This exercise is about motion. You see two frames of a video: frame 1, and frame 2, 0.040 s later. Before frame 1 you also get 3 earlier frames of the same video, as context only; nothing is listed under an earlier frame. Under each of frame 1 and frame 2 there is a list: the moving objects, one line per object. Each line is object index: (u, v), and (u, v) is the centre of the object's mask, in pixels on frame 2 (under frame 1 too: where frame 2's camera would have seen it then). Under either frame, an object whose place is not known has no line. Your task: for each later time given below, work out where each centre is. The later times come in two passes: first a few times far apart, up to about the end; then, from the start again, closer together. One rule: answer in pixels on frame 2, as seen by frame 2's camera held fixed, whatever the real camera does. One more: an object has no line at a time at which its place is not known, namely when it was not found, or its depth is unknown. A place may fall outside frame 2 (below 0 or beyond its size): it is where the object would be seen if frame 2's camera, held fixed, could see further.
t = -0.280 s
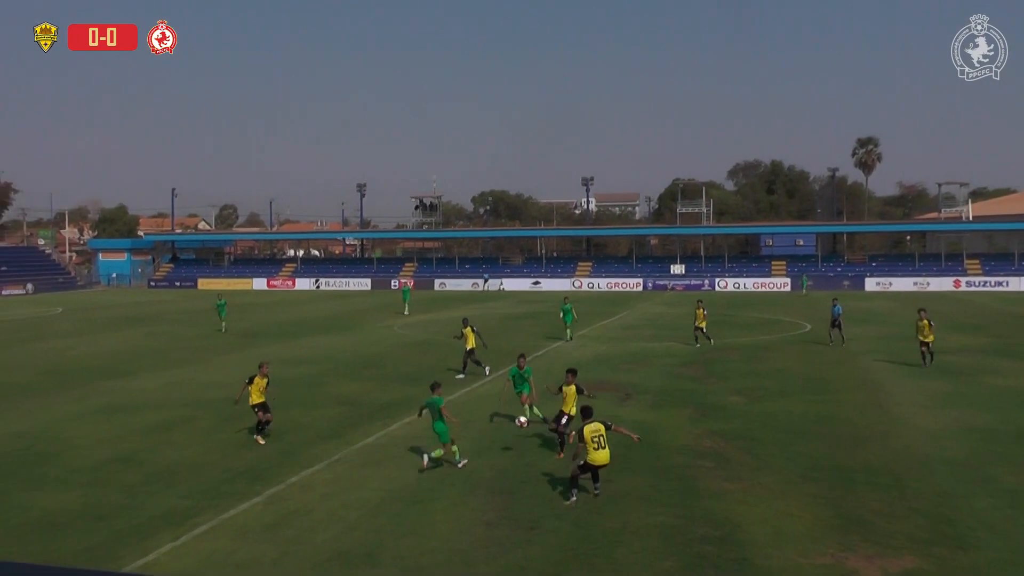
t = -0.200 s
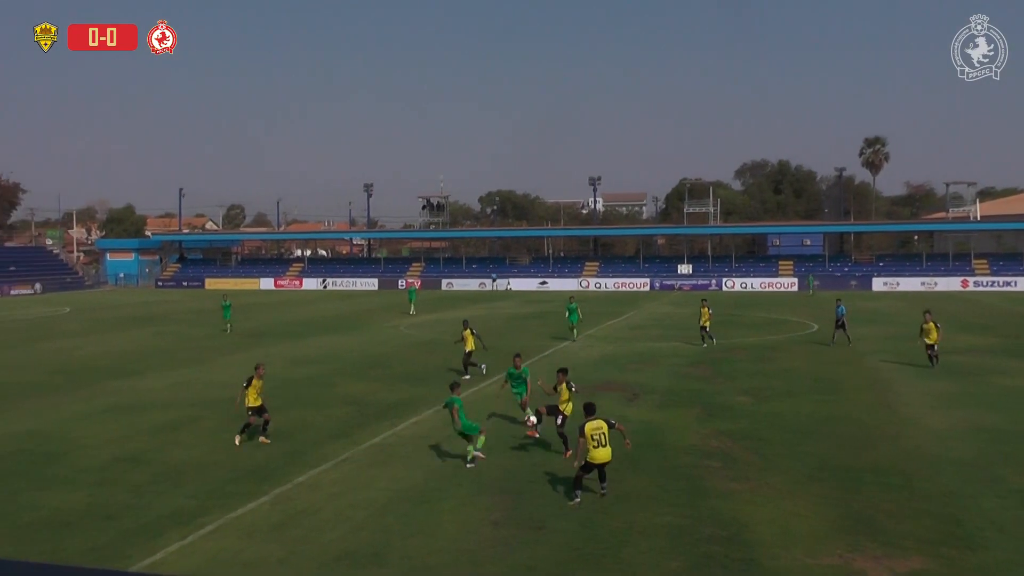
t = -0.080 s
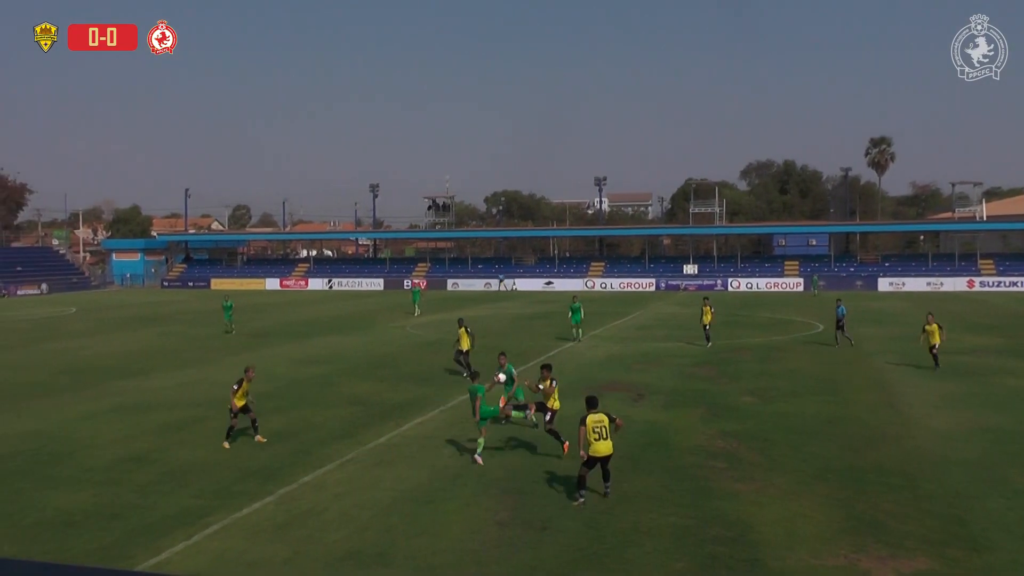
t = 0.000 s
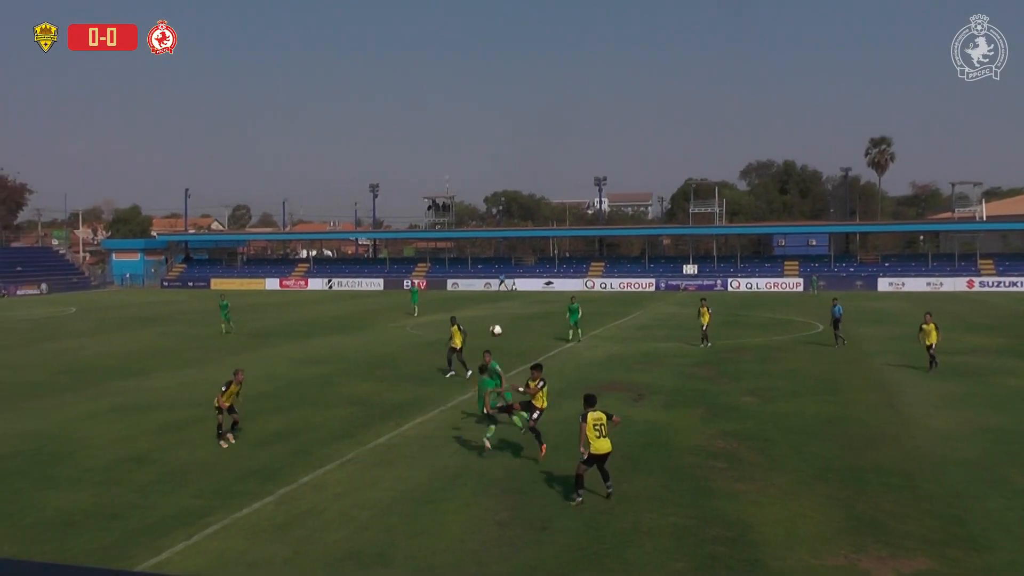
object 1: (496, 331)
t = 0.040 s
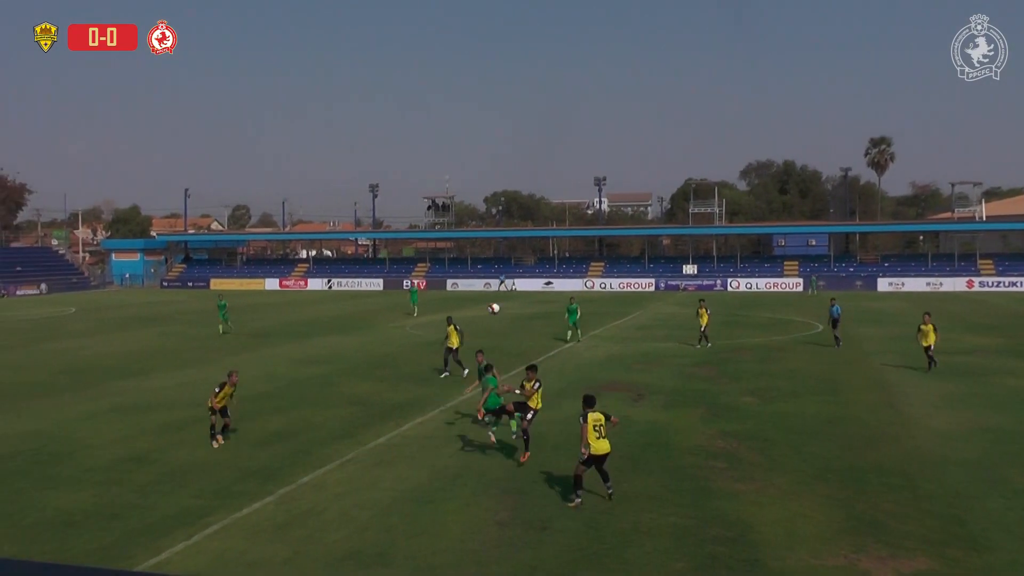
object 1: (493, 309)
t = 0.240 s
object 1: (481, 216)
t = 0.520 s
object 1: (466, 134)
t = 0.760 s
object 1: (452, 99)
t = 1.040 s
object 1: (436, 96)
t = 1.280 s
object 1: (423, 122)
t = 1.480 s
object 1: (414, 163)
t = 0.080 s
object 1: (490, 288)
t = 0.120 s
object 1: (489, 268)
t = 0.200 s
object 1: (484, 232)
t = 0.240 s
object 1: (481, 216)
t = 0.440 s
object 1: (470, 153)
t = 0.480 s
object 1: (469, 143)
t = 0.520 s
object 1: (466, 134)
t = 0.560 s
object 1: (464, 126)
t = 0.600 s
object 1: (461, 118)
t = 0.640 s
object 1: (459, 112)
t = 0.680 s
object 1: (456, 107)
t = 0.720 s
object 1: (454, 102)
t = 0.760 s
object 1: (452, 99)
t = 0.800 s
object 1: (449, 96)
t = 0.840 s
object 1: (447, 94)
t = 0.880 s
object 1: (445, 93)
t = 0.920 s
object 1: (443, 93)
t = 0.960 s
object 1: (441, 92)
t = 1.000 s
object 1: (438, 94)
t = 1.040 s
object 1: (436, 96)
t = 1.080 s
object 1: (434, 98)
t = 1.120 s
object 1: (432, 102)
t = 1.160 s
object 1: (430, 105)
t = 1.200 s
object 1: (428, 111)
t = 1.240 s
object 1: (426, 116)
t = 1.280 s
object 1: (423, 122)
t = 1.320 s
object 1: (422, 129)
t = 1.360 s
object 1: (419, 136)
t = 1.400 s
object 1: (418, 144)
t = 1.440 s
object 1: (416, 153)
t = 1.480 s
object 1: (414, 163)
